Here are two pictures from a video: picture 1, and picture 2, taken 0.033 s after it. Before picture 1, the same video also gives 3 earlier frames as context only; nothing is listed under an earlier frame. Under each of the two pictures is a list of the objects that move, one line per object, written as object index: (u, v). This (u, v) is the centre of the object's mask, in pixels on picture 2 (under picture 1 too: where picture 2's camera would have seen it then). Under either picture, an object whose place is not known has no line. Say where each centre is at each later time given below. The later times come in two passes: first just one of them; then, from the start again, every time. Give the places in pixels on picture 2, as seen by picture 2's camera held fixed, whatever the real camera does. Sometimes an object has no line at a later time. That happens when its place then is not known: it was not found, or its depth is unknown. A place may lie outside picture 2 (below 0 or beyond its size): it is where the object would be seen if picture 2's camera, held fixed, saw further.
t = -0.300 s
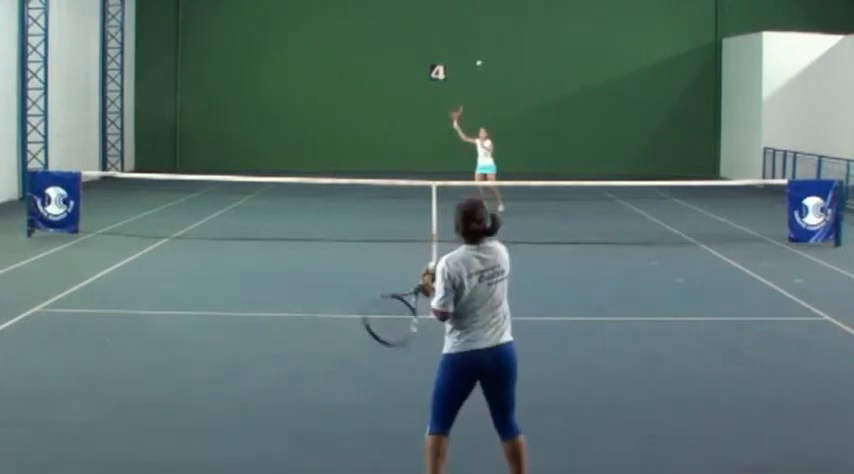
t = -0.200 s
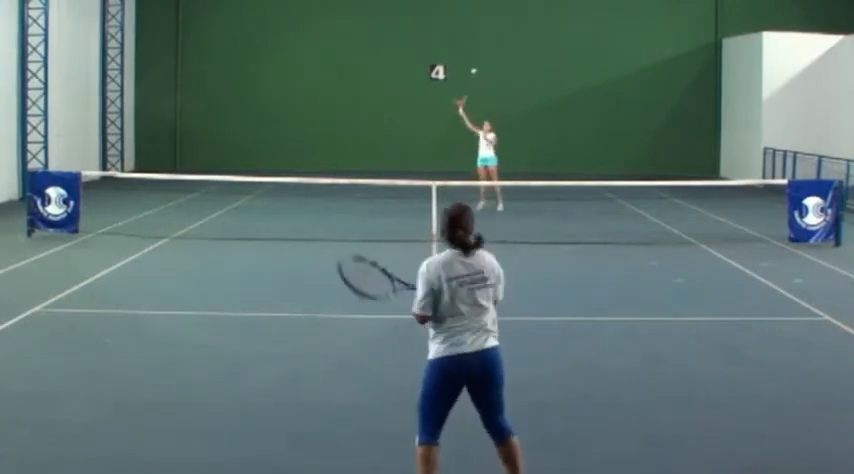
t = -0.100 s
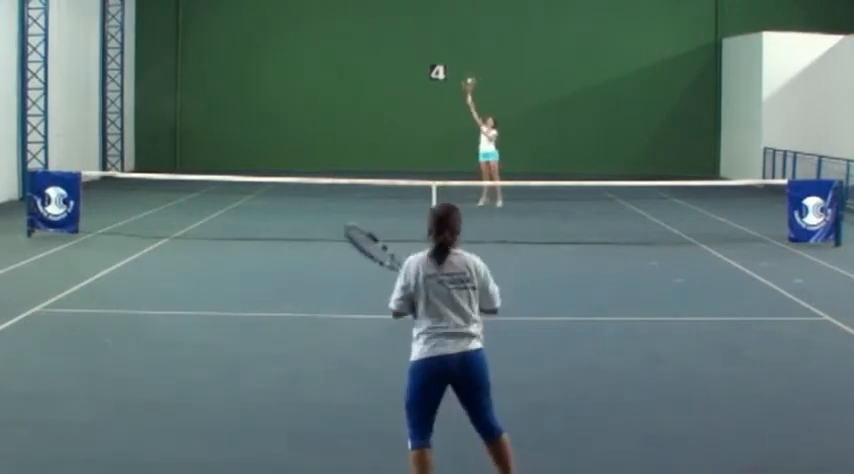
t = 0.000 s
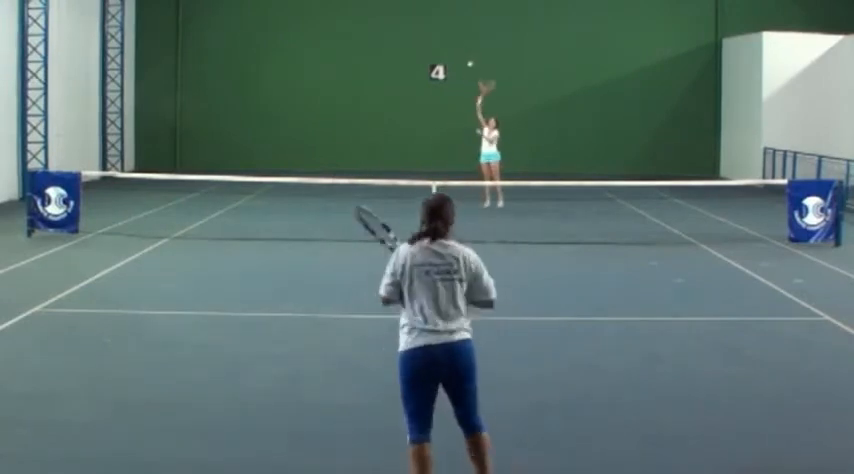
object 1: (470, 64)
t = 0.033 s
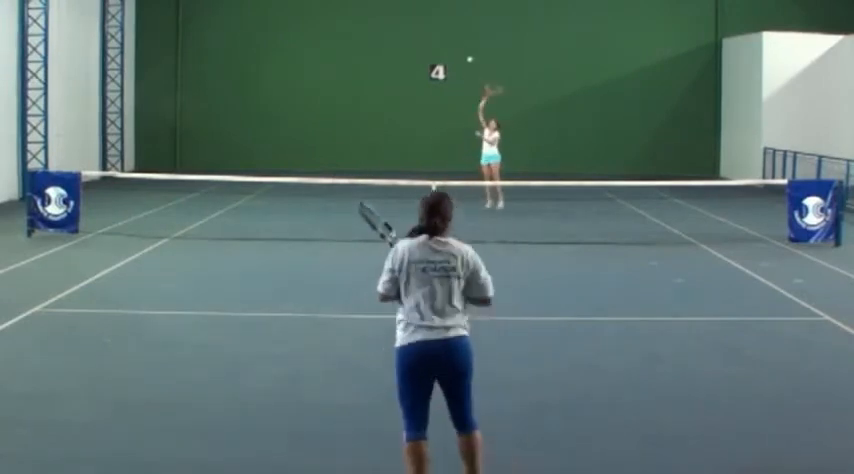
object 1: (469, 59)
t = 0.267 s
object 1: (468, 39)
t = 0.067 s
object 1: (470, 55)
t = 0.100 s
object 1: (469, 51)
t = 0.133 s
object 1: (469, 47)
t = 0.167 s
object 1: (469, 44)
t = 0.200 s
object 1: (469, 42)
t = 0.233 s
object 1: (468, 40)
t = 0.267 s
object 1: (468, 39)
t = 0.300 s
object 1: (467, 39)
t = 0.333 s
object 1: (467, 39)
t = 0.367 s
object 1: (466, 40)
